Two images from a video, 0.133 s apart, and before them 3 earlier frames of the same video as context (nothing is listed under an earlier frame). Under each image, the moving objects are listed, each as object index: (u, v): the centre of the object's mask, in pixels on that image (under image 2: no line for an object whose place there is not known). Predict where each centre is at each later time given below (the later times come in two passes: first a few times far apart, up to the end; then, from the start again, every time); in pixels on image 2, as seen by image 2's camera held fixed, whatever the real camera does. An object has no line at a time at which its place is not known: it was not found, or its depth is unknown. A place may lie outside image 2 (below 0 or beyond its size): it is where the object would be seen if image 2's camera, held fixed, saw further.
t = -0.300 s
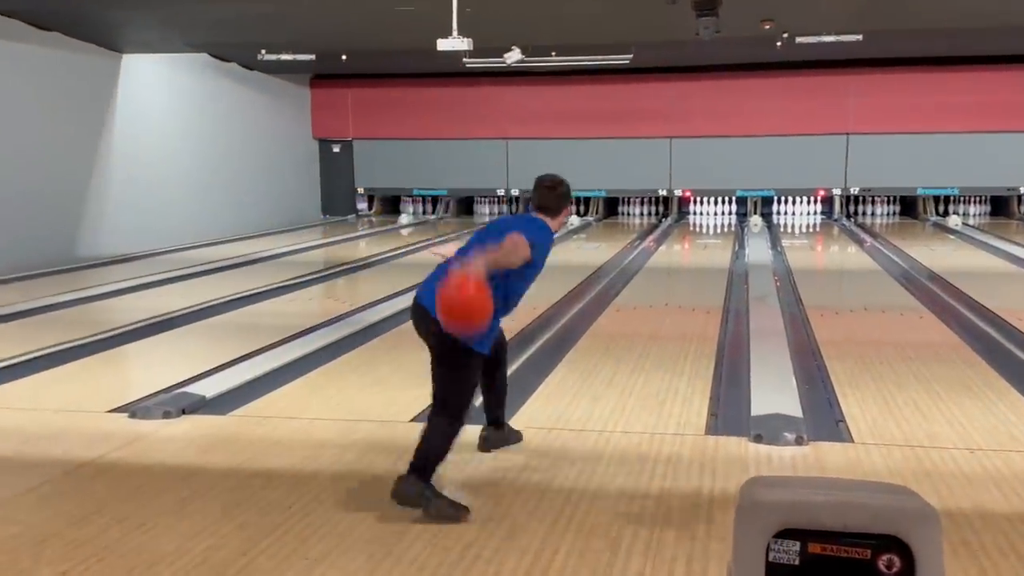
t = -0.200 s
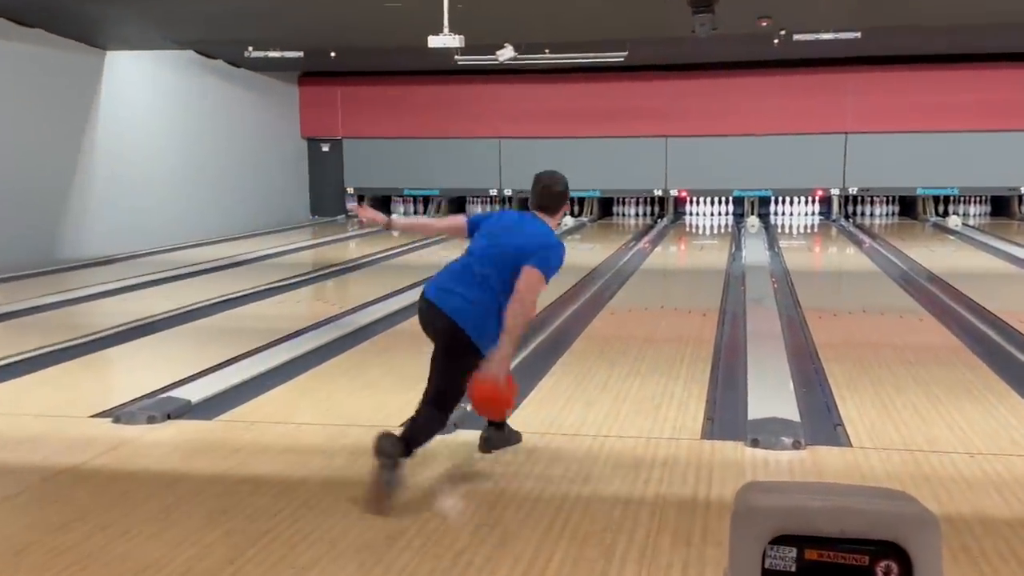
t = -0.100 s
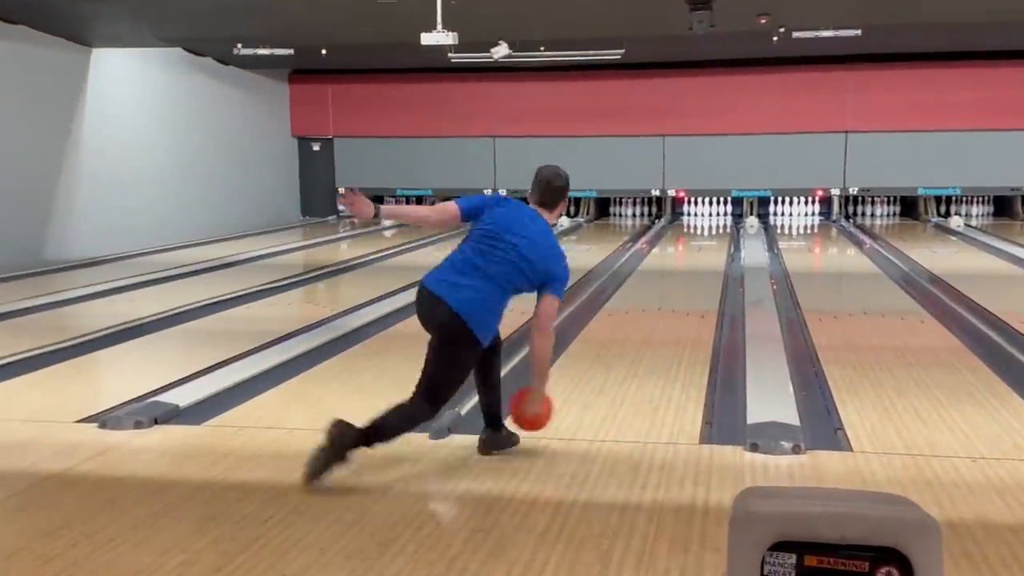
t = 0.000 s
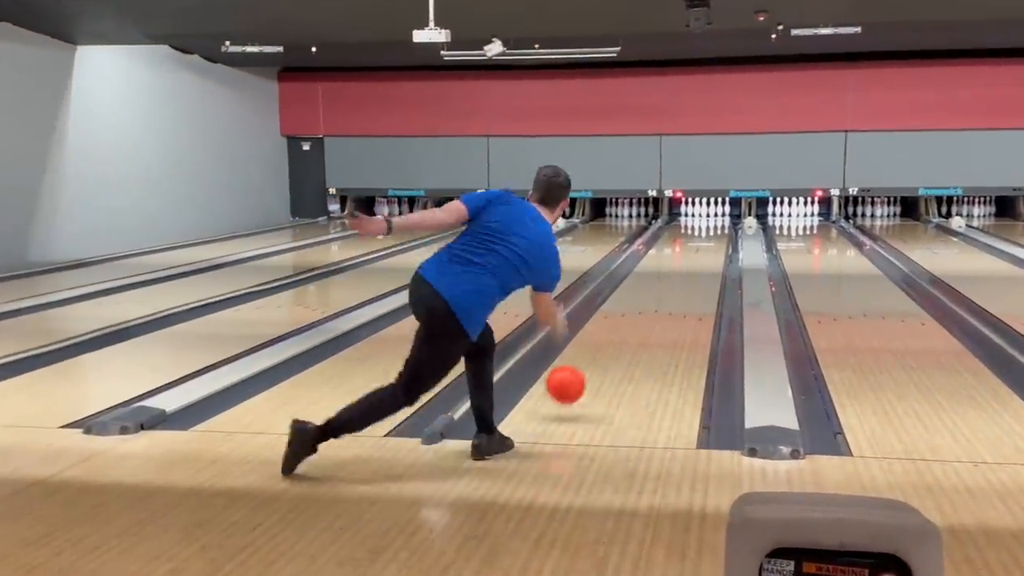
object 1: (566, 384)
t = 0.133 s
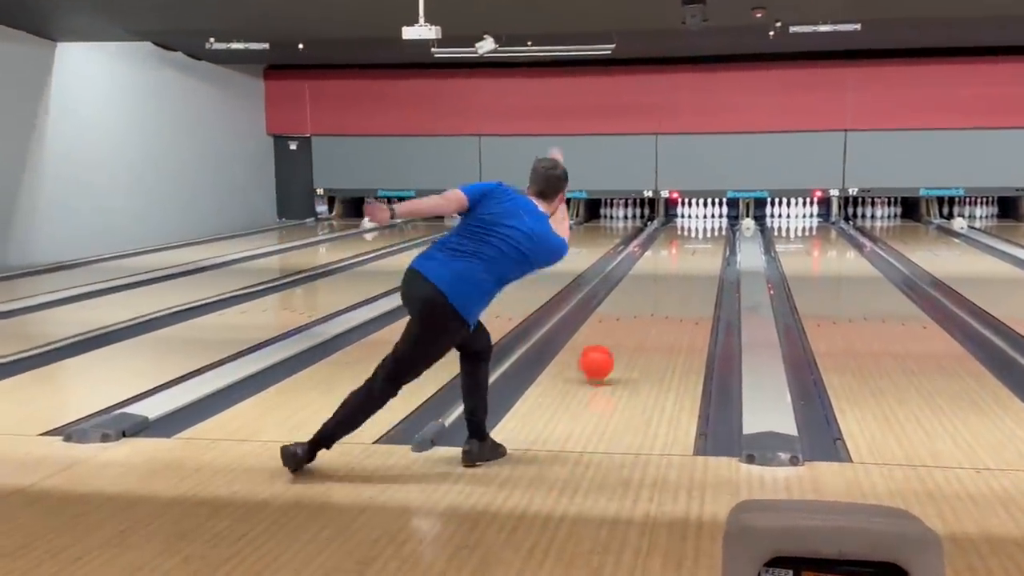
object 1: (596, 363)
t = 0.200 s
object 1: (610, 354)
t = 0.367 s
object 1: (638, 323)
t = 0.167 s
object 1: (604, 361)
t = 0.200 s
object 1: (610, 354)
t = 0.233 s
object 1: (617, 347)
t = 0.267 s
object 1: (623, 340)
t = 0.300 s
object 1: (628, 334)
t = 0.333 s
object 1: (633, 329)
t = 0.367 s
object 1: (638, 323)
